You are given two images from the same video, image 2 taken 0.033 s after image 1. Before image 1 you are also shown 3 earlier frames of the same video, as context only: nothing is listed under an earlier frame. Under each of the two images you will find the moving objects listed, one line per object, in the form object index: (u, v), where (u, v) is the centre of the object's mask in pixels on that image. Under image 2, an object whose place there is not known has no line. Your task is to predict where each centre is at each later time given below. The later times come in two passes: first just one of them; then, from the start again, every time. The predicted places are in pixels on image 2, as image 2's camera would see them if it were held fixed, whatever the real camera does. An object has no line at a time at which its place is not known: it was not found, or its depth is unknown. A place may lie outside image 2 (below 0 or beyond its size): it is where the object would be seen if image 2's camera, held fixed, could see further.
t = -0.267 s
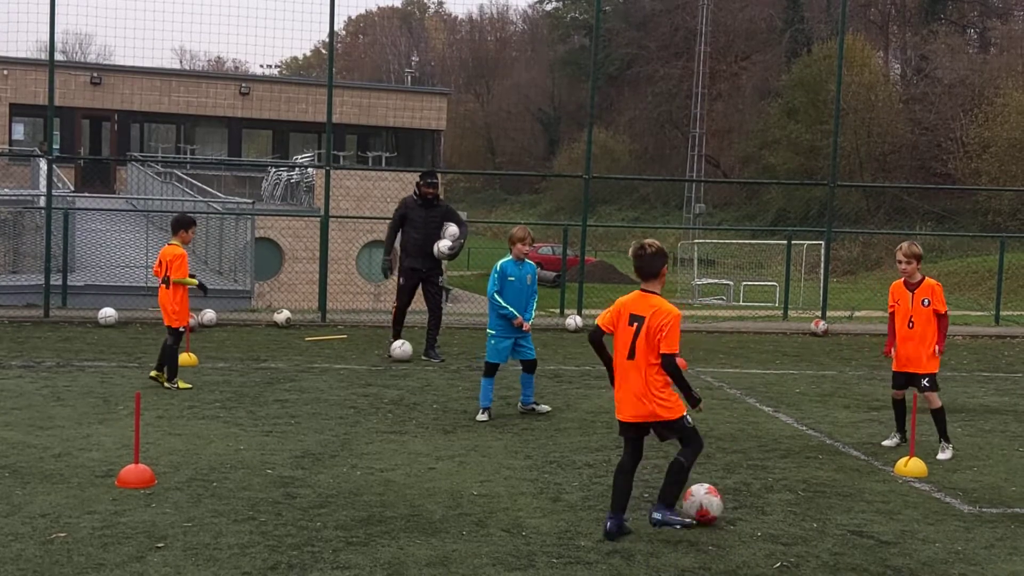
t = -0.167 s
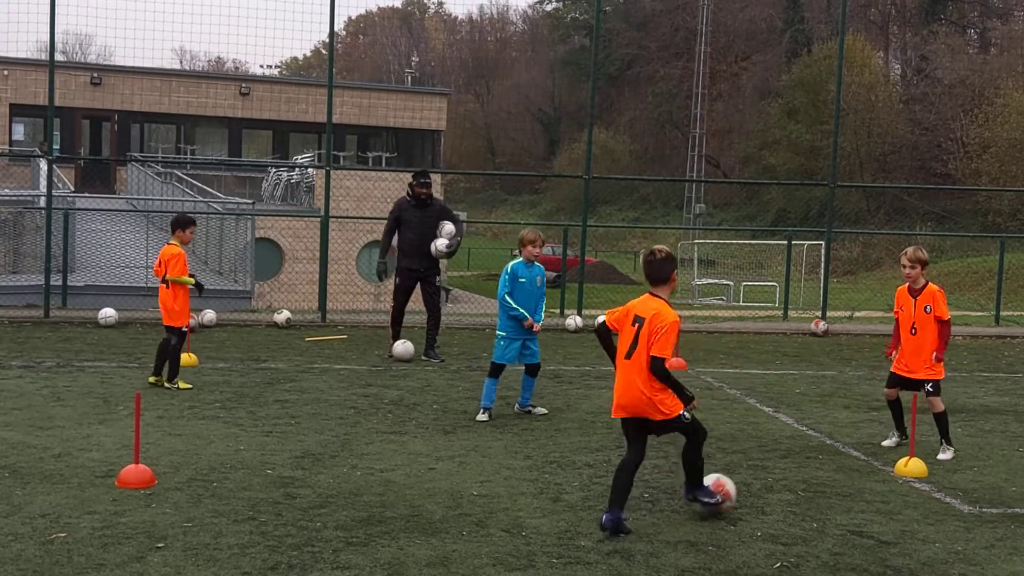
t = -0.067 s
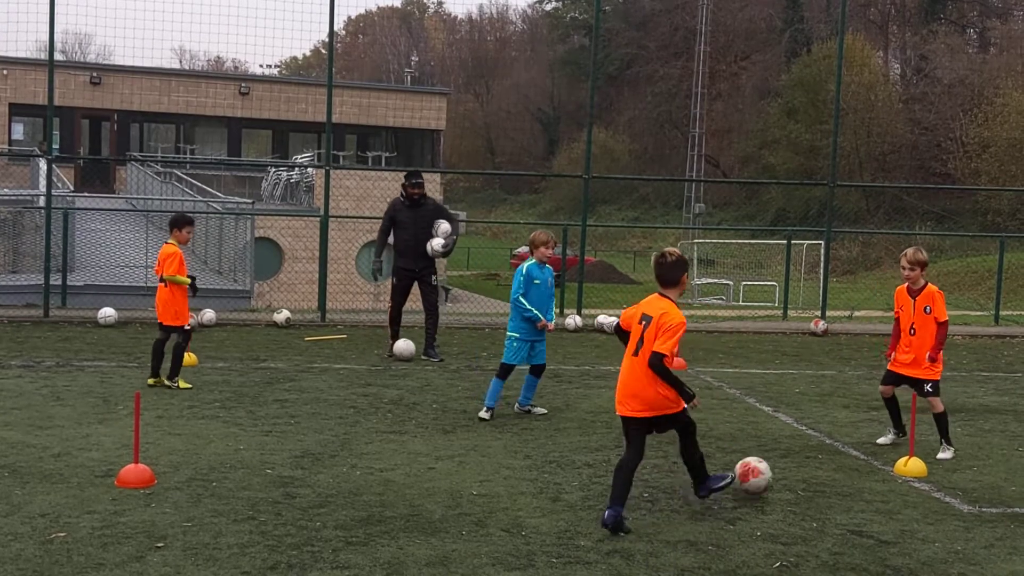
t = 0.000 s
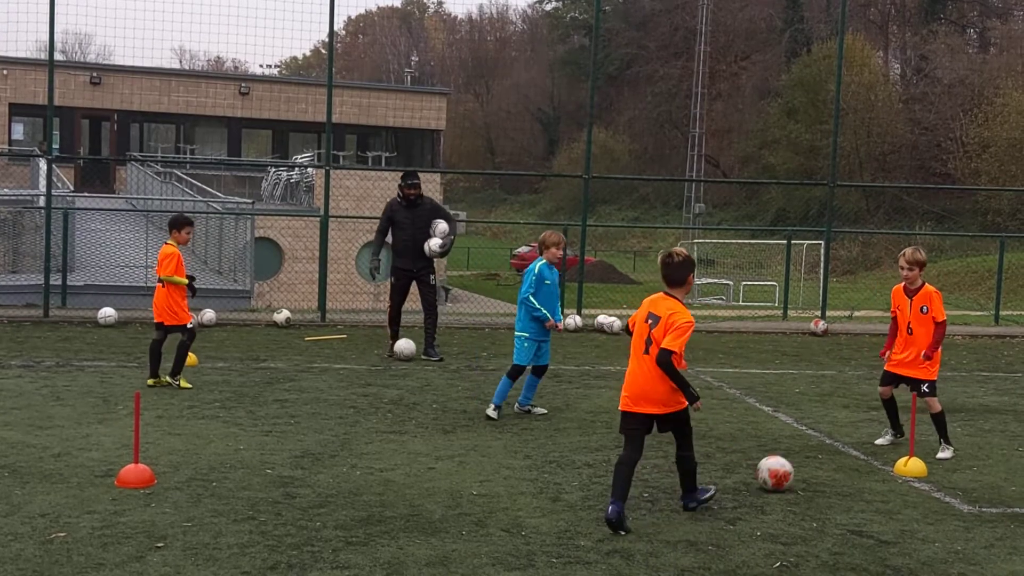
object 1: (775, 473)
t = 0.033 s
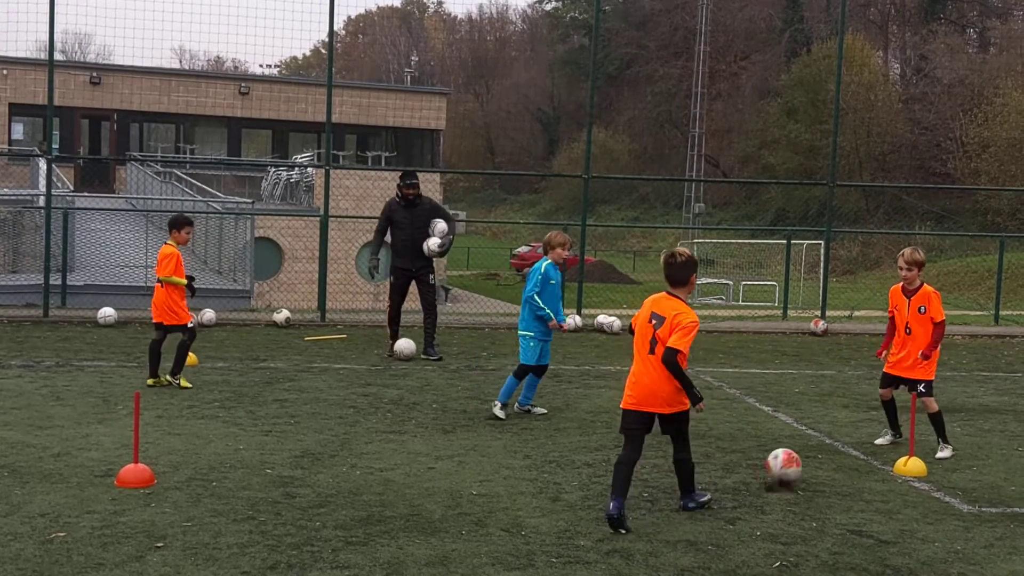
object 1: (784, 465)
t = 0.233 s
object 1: (828, 451)
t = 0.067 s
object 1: (791, 460)
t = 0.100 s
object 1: (799, 458)
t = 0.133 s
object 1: (807, 456)
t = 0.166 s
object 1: (815, 457)
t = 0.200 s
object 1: (821, 453)
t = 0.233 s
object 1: (828, 451)
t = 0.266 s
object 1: (835, 448)
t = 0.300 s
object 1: (841, 446)
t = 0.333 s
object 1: (848, 444)
